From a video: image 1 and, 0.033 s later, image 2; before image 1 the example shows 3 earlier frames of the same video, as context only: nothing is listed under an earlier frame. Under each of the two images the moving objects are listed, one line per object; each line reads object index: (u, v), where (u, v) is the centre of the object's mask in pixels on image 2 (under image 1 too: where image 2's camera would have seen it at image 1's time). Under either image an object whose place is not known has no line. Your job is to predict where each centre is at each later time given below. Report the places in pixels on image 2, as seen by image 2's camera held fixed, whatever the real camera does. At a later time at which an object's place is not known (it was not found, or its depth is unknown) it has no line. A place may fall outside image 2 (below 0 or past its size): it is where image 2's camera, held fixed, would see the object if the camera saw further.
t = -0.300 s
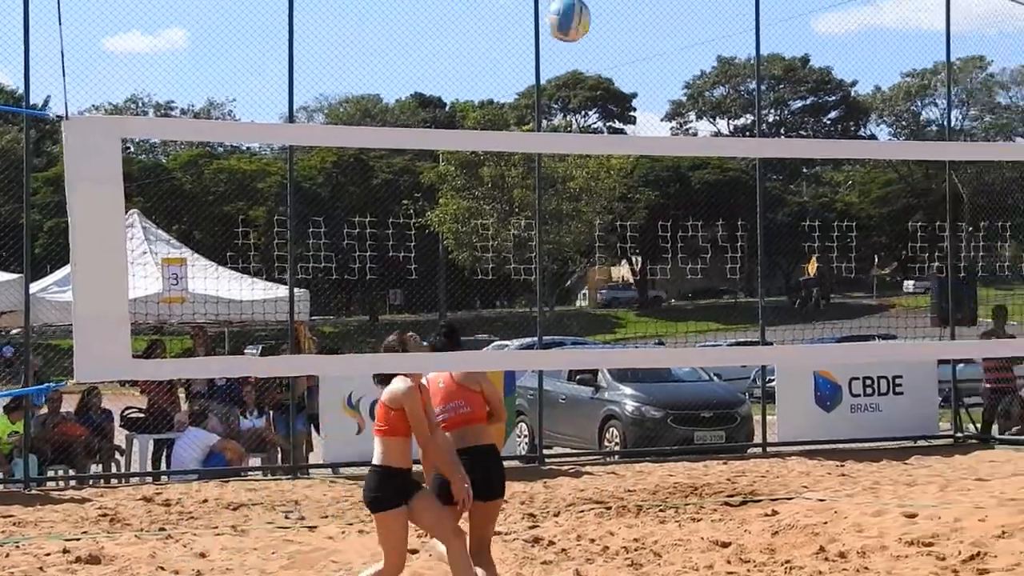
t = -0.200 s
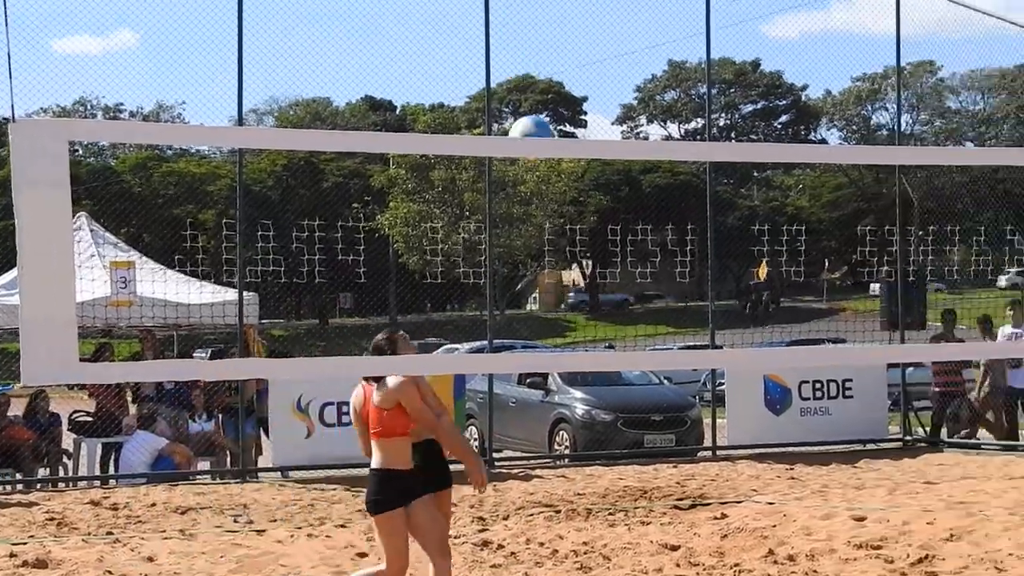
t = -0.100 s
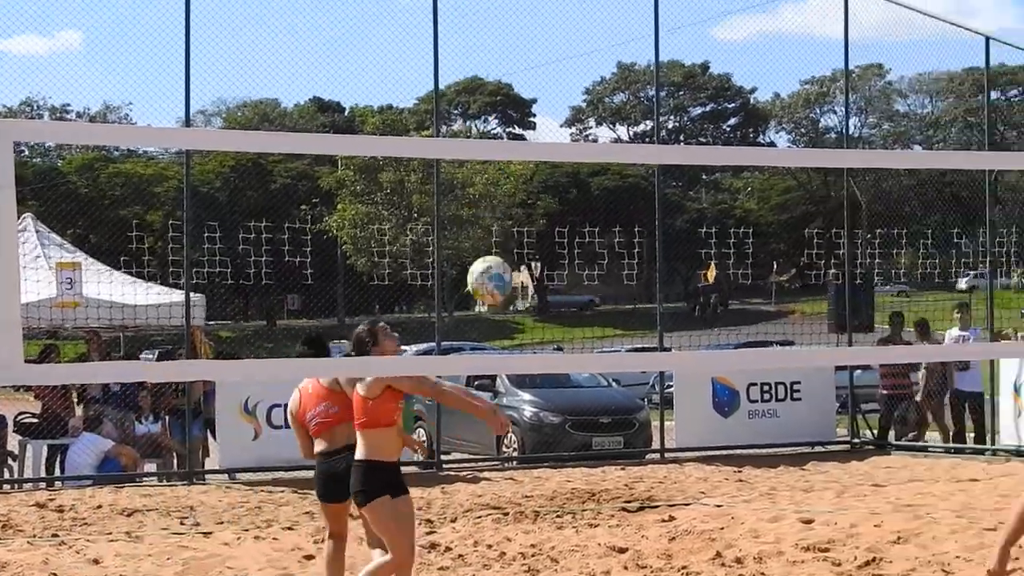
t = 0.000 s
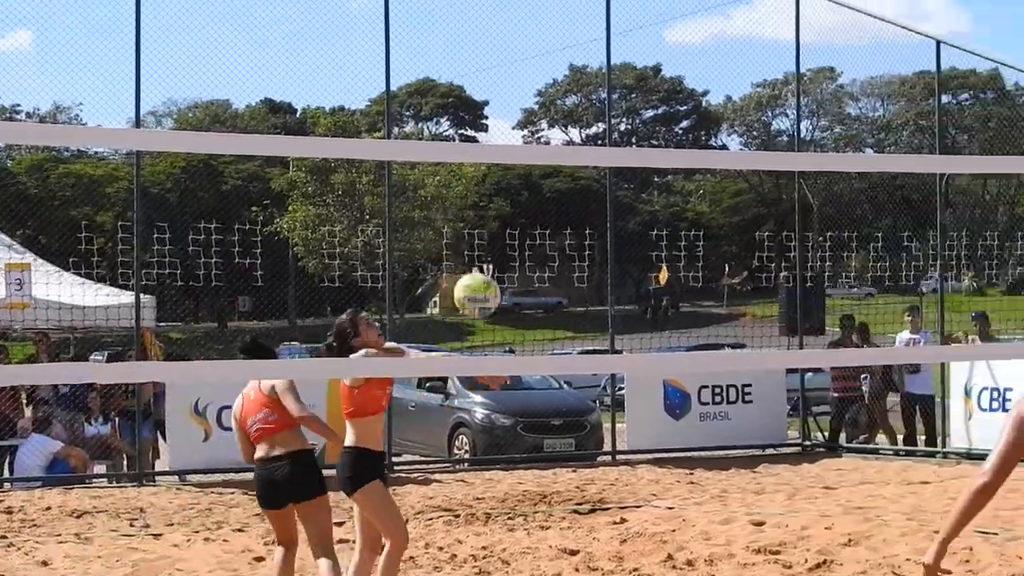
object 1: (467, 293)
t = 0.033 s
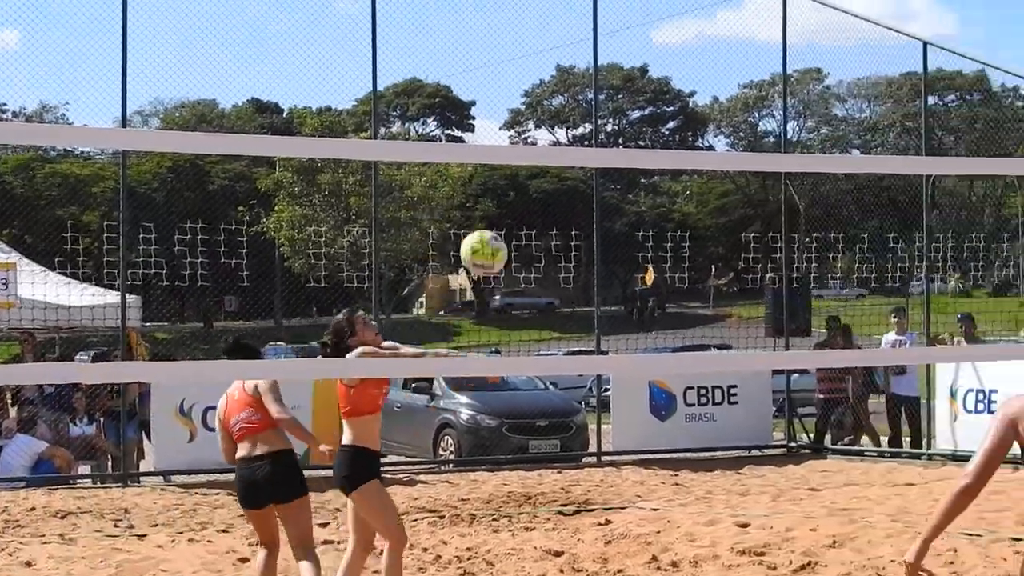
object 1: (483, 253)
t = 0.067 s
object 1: (500, 212)
